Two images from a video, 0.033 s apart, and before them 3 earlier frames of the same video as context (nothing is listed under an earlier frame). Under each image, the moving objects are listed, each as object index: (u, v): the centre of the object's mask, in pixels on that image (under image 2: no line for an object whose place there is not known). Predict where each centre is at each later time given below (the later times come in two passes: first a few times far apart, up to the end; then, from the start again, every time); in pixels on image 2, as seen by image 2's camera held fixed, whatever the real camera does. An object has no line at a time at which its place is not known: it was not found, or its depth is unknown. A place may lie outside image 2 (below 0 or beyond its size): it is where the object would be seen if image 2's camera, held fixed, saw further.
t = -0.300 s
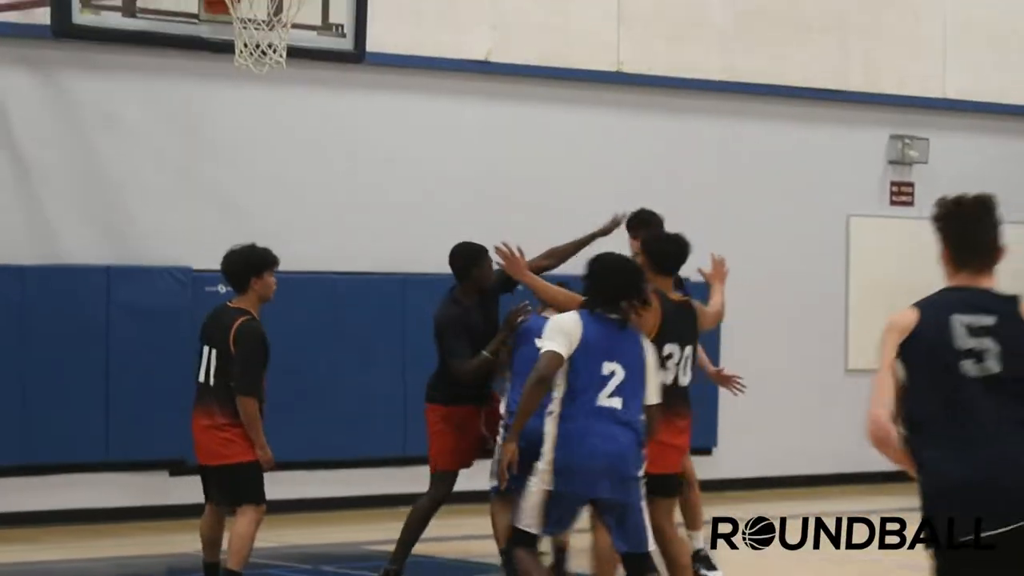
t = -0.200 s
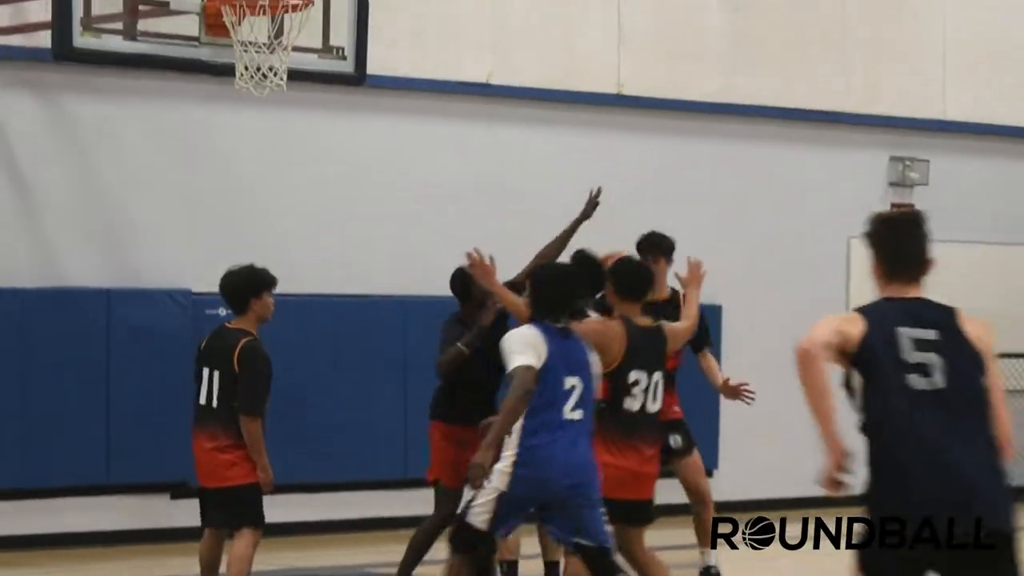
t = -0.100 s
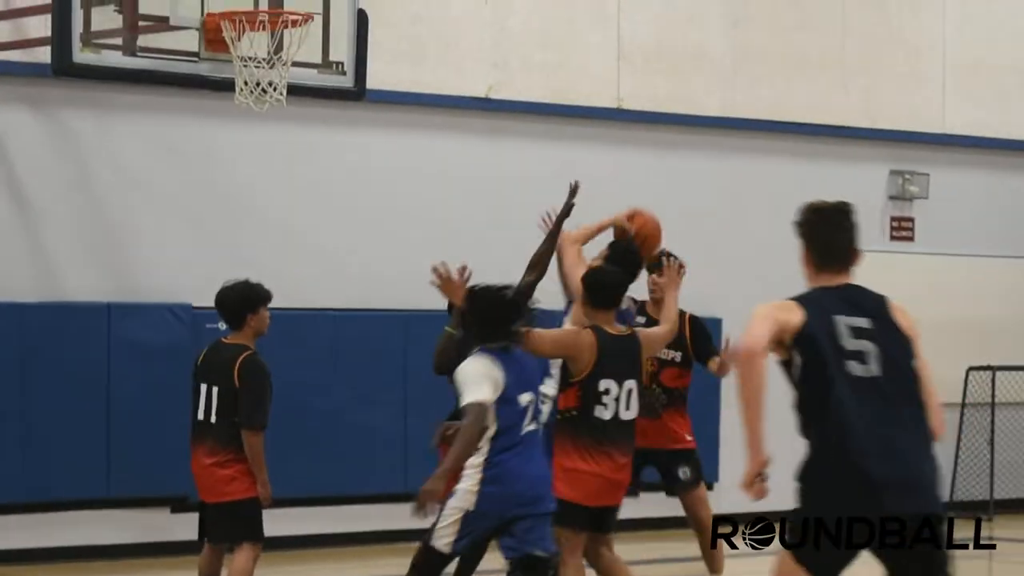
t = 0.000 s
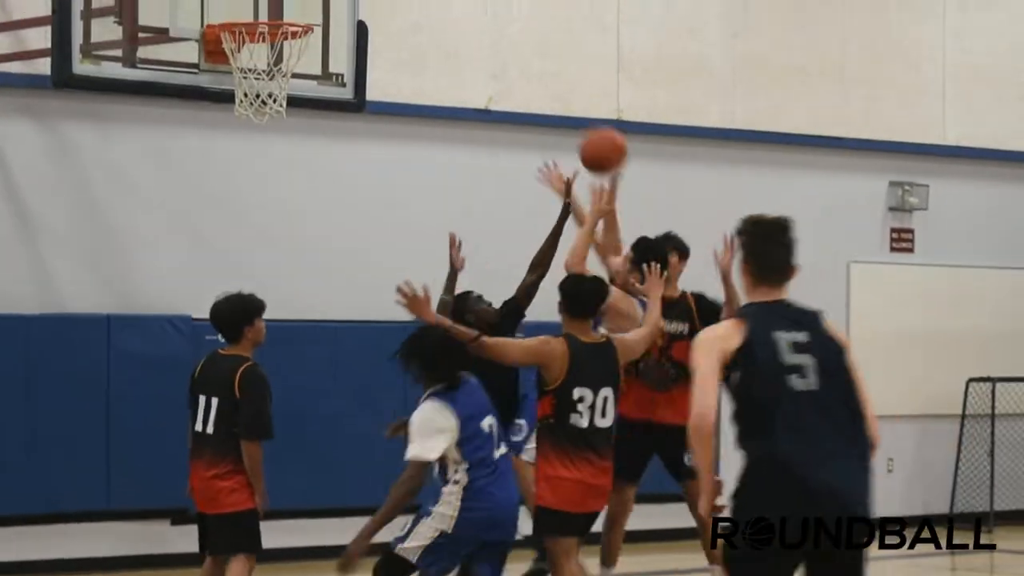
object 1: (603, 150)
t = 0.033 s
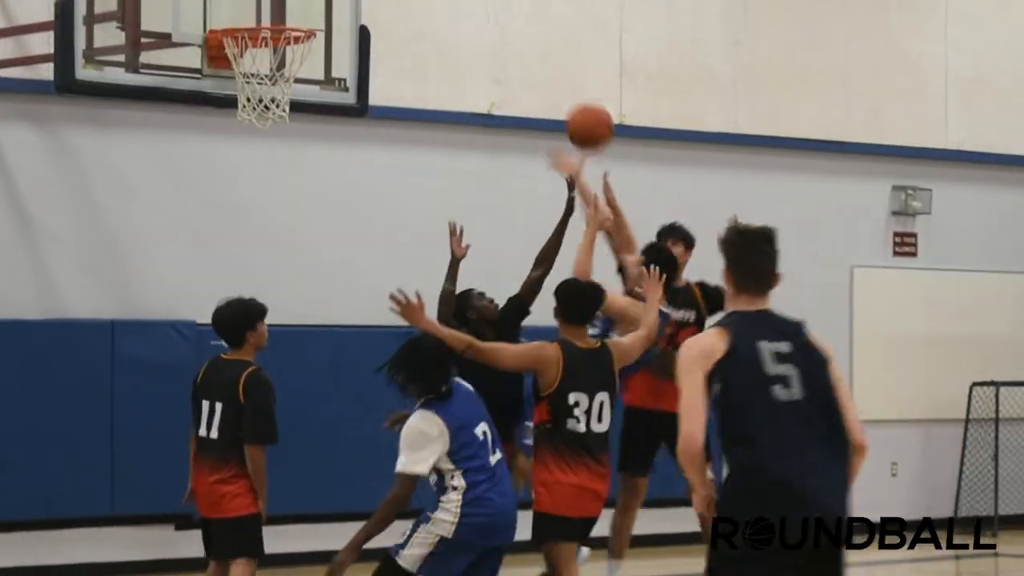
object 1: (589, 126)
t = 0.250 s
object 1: (482, -17)
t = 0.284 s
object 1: (465, -29)
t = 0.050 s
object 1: (581, 112)
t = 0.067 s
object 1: (572, 97)
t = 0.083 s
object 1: (564, 85)
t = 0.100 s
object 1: (556, 72)
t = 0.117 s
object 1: (548, 60)
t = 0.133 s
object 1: (539, 48)
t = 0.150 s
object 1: (531, 38)
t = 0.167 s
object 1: (523, 27)
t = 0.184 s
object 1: (514, 17)
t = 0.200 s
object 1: (506, 8)
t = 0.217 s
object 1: (498, -1)
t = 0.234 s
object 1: (490, -9)
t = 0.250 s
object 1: (482, -17)
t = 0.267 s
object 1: (473, -24)
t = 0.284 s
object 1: (465, -29)
